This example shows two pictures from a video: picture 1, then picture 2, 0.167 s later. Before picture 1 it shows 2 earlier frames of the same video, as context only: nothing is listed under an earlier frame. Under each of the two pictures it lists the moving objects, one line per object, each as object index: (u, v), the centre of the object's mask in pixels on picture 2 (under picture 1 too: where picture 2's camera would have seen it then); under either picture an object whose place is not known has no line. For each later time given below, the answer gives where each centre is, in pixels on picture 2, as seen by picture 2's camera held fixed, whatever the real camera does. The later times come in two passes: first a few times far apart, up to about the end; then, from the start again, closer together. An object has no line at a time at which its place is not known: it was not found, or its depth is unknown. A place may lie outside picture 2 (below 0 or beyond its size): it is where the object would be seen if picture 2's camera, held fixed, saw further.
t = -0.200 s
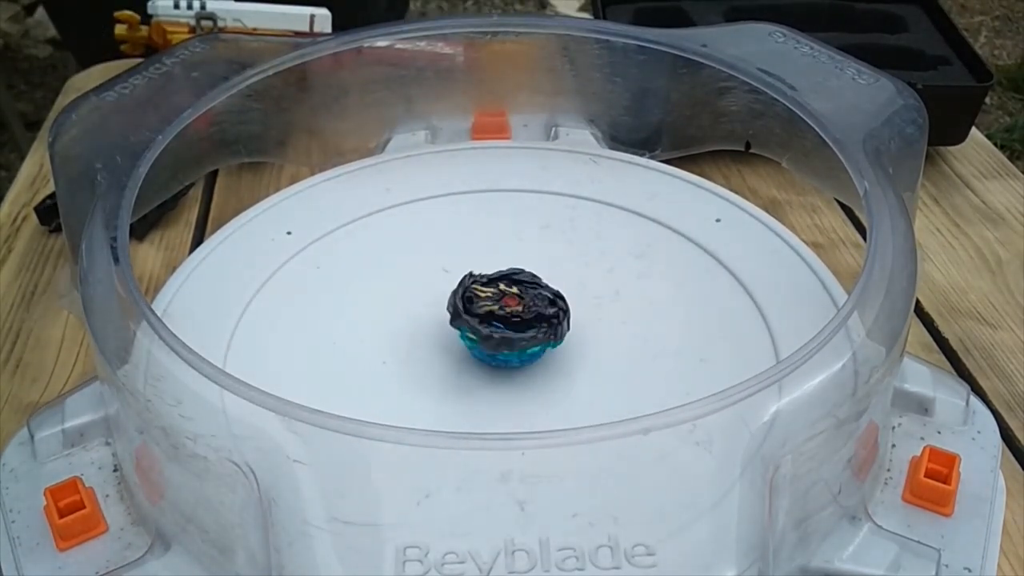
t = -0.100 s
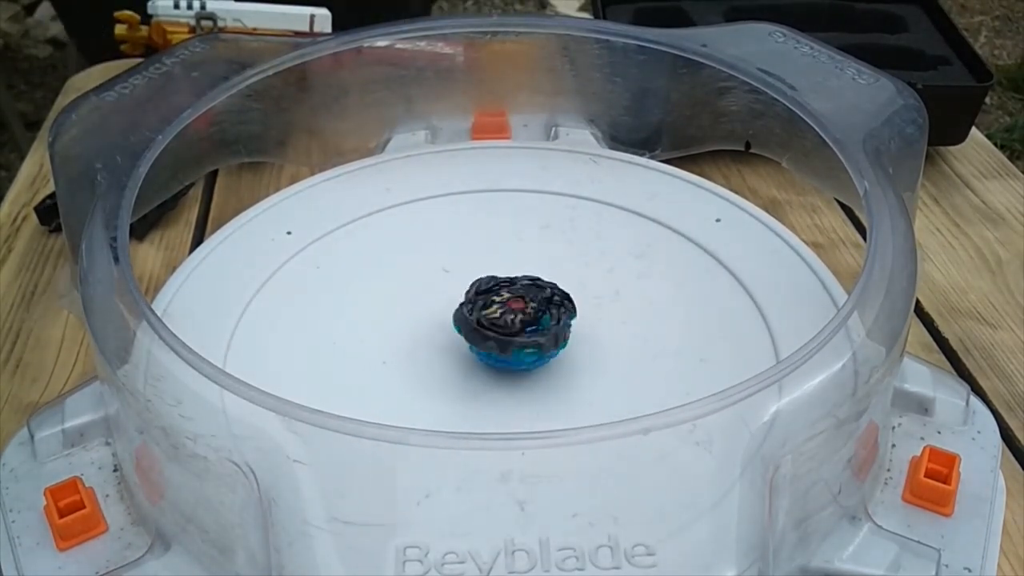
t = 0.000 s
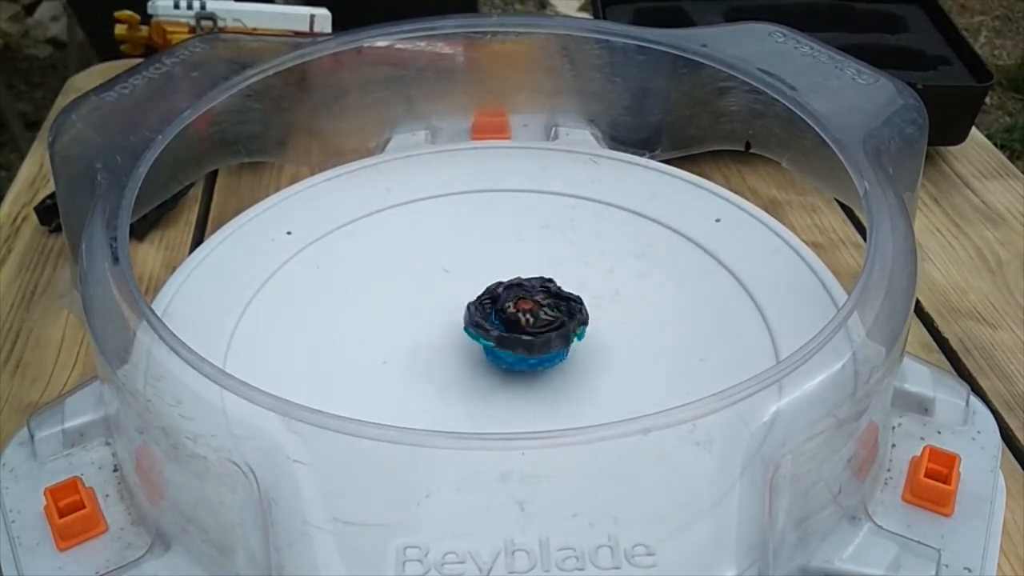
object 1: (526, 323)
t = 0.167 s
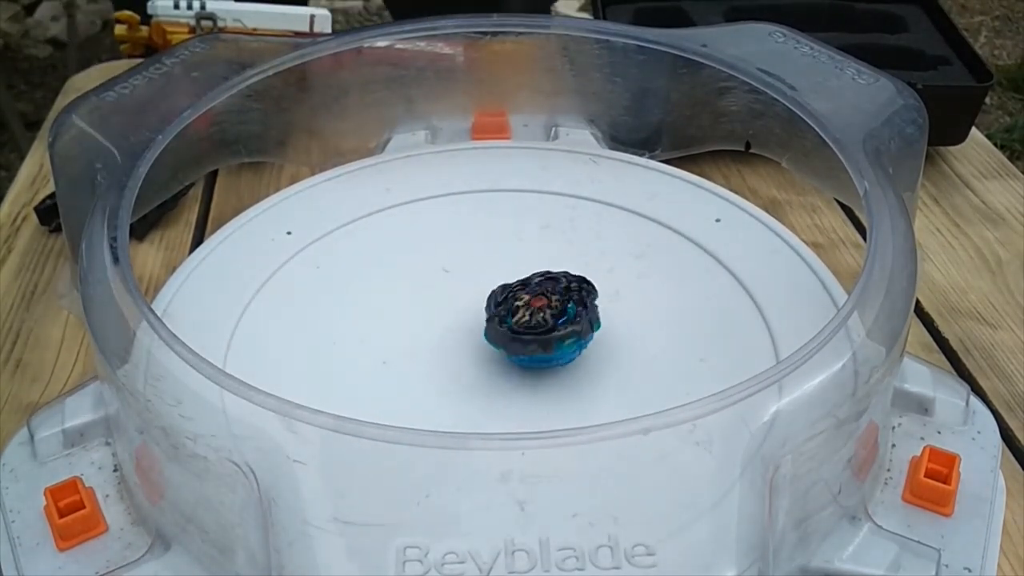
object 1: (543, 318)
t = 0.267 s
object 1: (547, 313)
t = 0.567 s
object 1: (539, 309)
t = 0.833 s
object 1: (541, 327)
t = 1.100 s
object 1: (563, 328)
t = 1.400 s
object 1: (556, 324)
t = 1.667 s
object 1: (544, 337)
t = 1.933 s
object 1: (553, 343)
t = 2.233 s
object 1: (546, 335)
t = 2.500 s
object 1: (529, 339)
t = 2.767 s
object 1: (533, 345)
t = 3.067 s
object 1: (532, 332)
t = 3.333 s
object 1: (522, 331)
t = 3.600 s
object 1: (526, 336)
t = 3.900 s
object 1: (534, 325)
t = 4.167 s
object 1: (528, 326)
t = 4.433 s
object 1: (534, 331)
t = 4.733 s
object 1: (537, 325)
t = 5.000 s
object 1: (533, 328)
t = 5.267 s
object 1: (540, 330)
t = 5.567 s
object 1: (542, 325)
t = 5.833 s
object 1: (538, 330)
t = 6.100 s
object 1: (545, 332)
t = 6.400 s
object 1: (546, 329)
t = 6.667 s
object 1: (542, 332)
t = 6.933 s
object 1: (545, 335)
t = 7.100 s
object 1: (547, 333)
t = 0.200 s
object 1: (544, 317)
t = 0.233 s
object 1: (546, 314)
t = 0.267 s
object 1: (547, 313)
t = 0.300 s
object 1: (548, 311)
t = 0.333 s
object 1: (547, 309)
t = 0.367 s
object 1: (546, 309)
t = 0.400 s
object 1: (545, 307)
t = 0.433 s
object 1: (544, 307)
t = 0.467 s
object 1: (543, 307)
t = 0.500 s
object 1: (541, 307)
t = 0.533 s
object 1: (540, 308)
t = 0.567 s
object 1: (539, 309)
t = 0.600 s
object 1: (537, 311)
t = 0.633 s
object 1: (536, 313)
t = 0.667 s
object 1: (536, 315)
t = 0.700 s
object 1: (536, 317)
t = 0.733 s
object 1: (536, 320)
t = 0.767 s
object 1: (537, 323)
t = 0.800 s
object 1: (538, 324)
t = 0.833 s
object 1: (541, 327)
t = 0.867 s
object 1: (542, 328)
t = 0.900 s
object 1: (545, 330)
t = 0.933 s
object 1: (548, 330)
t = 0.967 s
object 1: (552, 330)
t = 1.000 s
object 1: (555, 331)
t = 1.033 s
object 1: (557, 330)
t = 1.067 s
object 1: (560, 330)
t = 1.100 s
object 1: (563, 328)
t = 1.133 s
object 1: (564, 328)
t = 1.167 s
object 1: (564, 327)
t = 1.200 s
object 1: (565, 325)
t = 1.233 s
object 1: (564, 325)
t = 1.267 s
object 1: (564, 324)
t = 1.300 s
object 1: (562, 323)
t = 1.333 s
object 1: (561, 323)
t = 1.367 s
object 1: (559, 323)
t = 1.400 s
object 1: (556, 324)
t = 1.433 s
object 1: (554, 324)
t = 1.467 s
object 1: (553, 325)
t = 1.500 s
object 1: (550, 327)
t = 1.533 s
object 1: (549, 329)
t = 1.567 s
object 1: (548, 330)
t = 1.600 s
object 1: (547, 332)
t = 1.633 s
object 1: (545, 334)
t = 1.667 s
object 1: (544, 337)
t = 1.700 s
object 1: (545, 338)
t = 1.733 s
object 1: (546, 340)
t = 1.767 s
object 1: (547, 342)
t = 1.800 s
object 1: (547, 343)
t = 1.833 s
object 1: (548, 343)
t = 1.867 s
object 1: (550, 344)
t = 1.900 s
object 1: (552, 344)
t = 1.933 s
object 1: (553, 343)
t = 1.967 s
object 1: (554, 343)
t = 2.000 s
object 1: (554, 342)
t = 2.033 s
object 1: (554, 341)
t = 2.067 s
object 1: (553, 339)
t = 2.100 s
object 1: (553, 338)
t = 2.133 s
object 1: (551, 337)
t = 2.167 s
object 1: (548, 336)
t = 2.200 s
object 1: (548, 334)
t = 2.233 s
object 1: (546, 335)
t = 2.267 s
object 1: (544, 335)
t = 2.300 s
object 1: (541, 334)
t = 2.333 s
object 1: (538, 333)
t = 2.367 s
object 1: (535, 334)
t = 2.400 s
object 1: (533, 336)
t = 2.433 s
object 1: (532, 336)
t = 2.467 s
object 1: (532, 338)
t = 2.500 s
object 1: (529, 339)
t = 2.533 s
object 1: (527, 341)
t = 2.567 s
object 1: (528, 342)
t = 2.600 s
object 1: (528, 343)
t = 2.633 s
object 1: (529, 344)
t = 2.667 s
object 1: (531, 344)
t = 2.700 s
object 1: (531, 345)
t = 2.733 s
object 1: (531, 346)
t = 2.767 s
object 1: (533, 345)
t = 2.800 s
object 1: (534, 344)
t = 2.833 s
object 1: (535, 343)
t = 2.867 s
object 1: (535, 341)
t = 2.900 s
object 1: (535, 340)
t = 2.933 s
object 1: (536, 339)
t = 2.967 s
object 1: (536, 337)
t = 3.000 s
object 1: (536, 334)
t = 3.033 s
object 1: (535, 332)
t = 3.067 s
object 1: (532, 332)
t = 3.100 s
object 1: (531, 332)
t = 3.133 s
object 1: (533, 330)
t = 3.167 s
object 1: (530, 329)
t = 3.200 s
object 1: (528, 329)
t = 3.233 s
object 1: (525, 328)
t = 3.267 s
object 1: (524, 330)
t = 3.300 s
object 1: (523, 331)
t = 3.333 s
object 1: (522, 331)
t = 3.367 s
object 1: (522, 332)
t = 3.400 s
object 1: (520, 332)
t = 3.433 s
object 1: (520, 334)
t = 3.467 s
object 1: (522, 334)
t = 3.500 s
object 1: (524, 336)
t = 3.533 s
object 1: (524, 336)
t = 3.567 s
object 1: (525, 336)
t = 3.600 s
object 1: (526, 336)
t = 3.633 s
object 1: (528, 336)
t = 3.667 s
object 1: (529, 335)
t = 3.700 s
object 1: (531, 334)
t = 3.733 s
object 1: (532, 333)
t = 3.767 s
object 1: (532, 331)
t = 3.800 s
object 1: (534, 330)
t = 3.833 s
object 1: (534, 329)
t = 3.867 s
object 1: (535, 327)
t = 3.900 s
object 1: (534, 325)
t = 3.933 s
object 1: (532, 325)
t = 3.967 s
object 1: (531, 325)
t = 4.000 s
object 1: (531, 324)
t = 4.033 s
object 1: (531, 324)
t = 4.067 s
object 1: (531, 325)
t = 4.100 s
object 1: (529, 325)
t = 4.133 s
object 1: (529, 325)
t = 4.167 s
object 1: (528, 326)
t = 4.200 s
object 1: (528, 327)
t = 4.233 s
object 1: (529, 328)
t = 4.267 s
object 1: (528, 329)
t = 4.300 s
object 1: (529, 329)
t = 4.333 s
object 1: (530, 330)
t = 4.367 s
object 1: (531, 330)
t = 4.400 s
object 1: (532, 331)
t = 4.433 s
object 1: (534, 331)
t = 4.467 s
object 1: (535, 330)
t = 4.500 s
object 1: (536, 330)
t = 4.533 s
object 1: (537, 329)
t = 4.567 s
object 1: (538, 328)
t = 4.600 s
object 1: (538, 328)
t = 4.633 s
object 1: (539, 327)
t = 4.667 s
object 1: (539, 326)
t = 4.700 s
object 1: (537, 326)
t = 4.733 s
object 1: (537, 325)
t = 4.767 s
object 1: (537, 324)
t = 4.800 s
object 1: (536, 324)
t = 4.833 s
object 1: (535, 324)
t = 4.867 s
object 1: (535, 324)
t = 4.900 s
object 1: (533, 325)
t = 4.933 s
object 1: (533, 326)
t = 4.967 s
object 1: (534, 327)
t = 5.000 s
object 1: (533, 328)
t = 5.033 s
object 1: (533, 328)
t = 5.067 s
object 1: (534, 328)
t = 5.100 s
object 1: (533, 329)
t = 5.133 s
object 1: (534, 330)
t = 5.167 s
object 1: (537, 330)
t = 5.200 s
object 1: (537, 331)
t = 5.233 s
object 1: (538, 330)
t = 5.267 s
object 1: (540, 330)
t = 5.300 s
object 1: (540, 329)
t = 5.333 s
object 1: (541, 329)
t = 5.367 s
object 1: (543, 328)
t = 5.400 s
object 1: (543, 328)
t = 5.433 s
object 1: (543, 327)
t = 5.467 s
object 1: (543, 326)
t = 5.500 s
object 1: (541, 326)
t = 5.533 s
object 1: (541, 325)
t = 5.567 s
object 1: (542, 325)
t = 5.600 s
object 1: (541, 325)
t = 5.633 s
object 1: (540, 325)
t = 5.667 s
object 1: (540, 325)
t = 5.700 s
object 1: (539, 326)
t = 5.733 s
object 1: (539, 328)
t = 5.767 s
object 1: (539, 328)
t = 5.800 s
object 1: (538, 329)
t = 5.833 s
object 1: (538, 330)
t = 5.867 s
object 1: (538, 330)
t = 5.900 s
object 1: (538, 331)
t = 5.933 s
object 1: (539, 331)
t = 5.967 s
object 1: (541, 332)
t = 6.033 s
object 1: (541, 332)
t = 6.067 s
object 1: (542, 332)
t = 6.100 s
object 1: (545, 332)
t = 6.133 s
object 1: (545, 332)
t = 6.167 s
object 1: (546, 332)
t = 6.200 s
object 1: (547, 331)
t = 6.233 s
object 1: (546, 331)
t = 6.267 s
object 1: (546, 330)
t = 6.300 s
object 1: (548, 330)
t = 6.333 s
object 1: (547, 330)
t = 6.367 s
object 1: (547, 329)
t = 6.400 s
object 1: (546, 329)
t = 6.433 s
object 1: (544, 330)
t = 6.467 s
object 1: (543, 330)
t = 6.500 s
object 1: (544, 330)
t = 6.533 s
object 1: (543, 330)
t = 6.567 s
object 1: (542, 330)
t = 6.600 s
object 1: (542, 331)
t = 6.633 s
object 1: (541, 332)
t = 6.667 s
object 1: (542, 332)
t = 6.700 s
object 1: (542, 333)
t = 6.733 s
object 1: (542, 334)
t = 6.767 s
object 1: (543, 334)
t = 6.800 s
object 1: (544, 335)
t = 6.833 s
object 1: (544, 335)
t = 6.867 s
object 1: (546, 335)
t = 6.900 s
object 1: (546, 335)
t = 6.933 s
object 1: (545, 335)
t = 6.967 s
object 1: (546, 334)
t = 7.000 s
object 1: (547, 334)
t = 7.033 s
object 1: (547, 334)
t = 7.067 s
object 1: (547, 333)
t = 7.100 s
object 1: (547, 333)
